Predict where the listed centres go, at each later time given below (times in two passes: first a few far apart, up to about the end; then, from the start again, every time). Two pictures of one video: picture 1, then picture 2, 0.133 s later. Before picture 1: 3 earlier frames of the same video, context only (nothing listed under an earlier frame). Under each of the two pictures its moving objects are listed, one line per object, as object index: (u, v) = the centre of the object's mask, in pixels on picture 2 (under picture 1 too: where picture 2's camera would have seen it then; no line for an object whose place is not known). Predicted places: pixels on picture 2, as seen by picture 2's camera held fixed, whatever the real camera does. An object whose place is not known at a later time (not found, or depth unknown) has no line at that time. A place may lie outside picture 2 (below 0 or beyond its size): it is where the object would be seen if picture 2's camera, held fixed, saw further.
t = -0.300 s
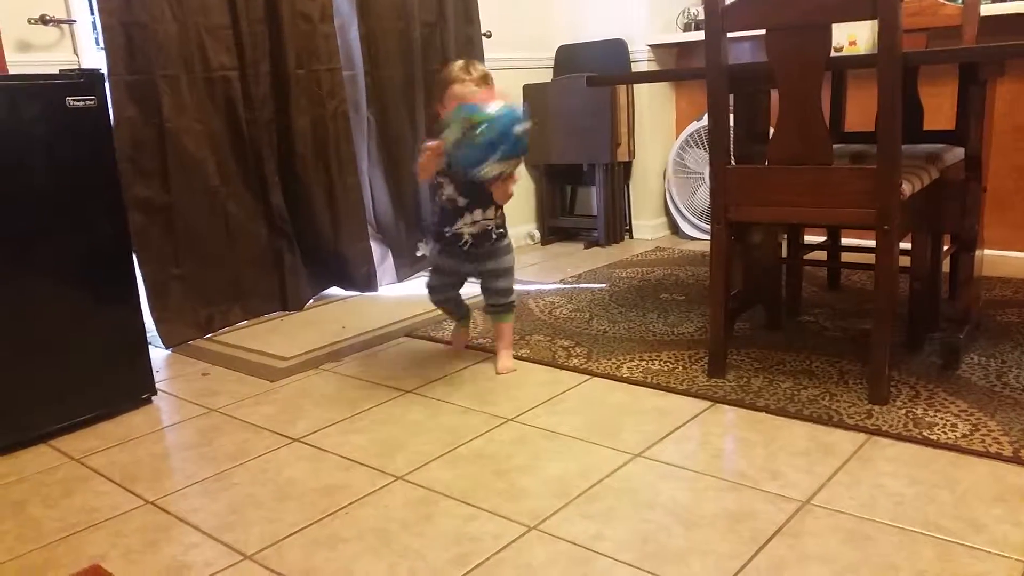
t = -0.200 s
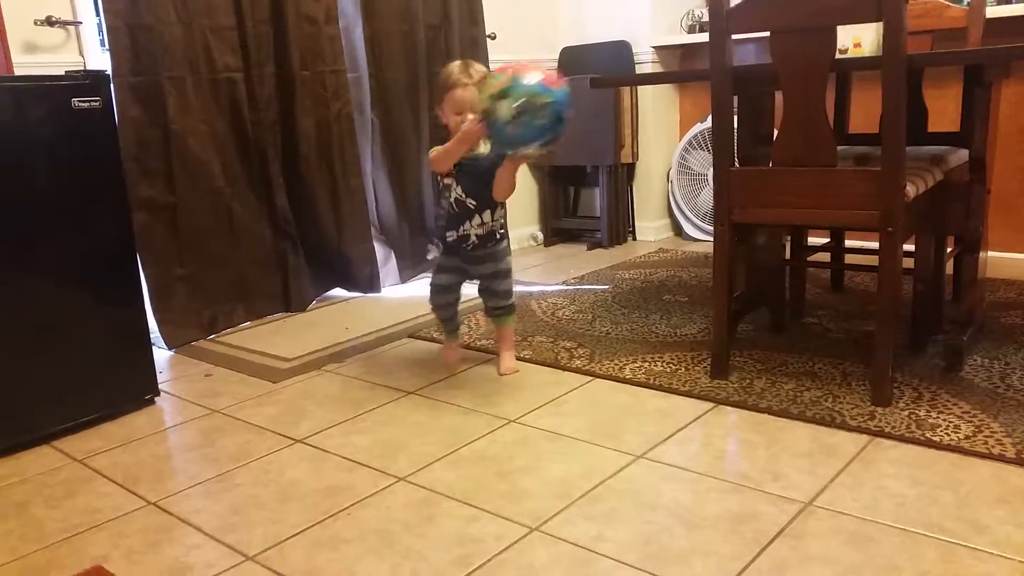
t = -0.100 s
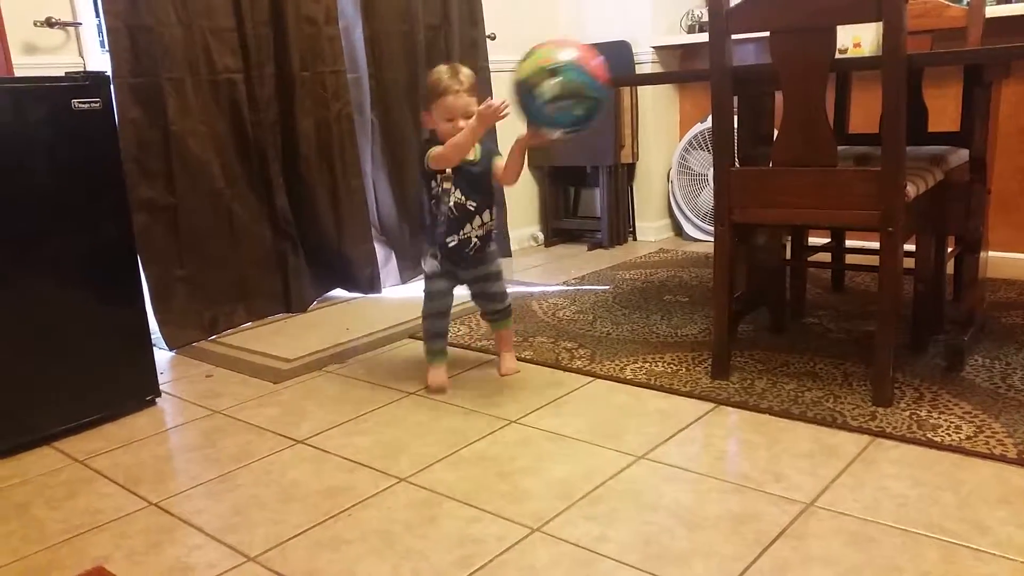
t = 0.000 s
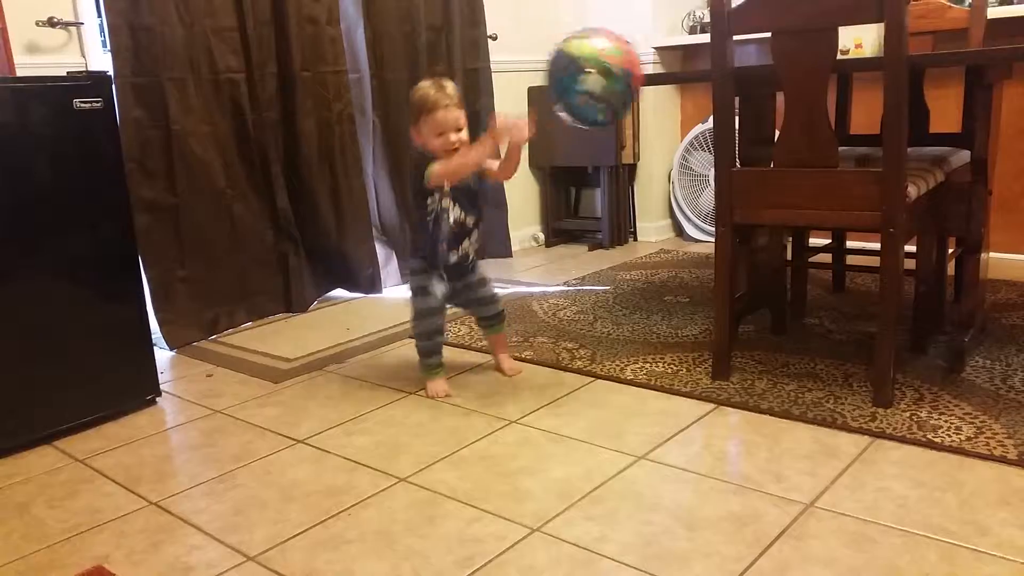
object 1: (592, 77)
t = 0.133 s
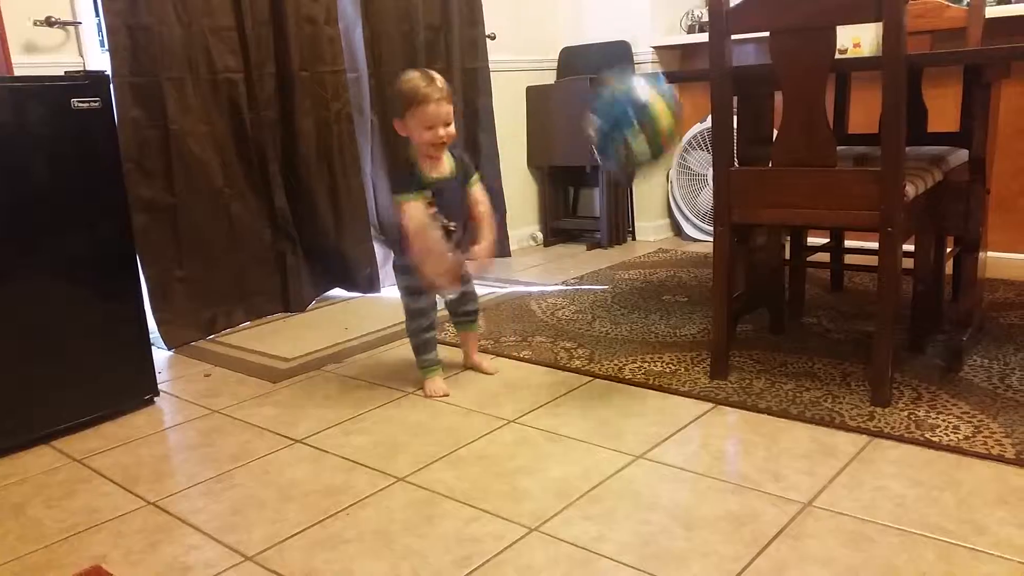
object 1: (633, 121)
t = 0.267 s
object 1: (674, 246)
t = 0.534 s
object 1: (757, 251)
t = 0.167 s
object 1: (644, 145)
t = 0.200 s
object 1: (652, 173)
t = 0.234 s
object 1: (664, 203)
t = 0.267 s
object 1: (674, 246)
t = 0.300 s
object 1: (684, 285)
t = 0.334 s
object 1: (695, 324)
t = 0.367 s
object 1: (707, 343)
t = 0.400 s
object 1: (714, 311)
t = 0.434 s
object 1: (724, 296)
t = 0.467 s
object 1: (737, 277)
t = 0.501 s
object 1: (747, 263)
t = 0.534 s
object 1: (757, 251)
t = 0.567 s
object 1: (769, 247)
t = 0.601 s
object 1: (782, 246)
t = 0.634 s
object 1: (793, 250)
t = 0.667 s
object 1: (805, 260)
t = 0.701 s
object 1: (817, 276)
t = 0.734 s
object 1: (830, 298)
